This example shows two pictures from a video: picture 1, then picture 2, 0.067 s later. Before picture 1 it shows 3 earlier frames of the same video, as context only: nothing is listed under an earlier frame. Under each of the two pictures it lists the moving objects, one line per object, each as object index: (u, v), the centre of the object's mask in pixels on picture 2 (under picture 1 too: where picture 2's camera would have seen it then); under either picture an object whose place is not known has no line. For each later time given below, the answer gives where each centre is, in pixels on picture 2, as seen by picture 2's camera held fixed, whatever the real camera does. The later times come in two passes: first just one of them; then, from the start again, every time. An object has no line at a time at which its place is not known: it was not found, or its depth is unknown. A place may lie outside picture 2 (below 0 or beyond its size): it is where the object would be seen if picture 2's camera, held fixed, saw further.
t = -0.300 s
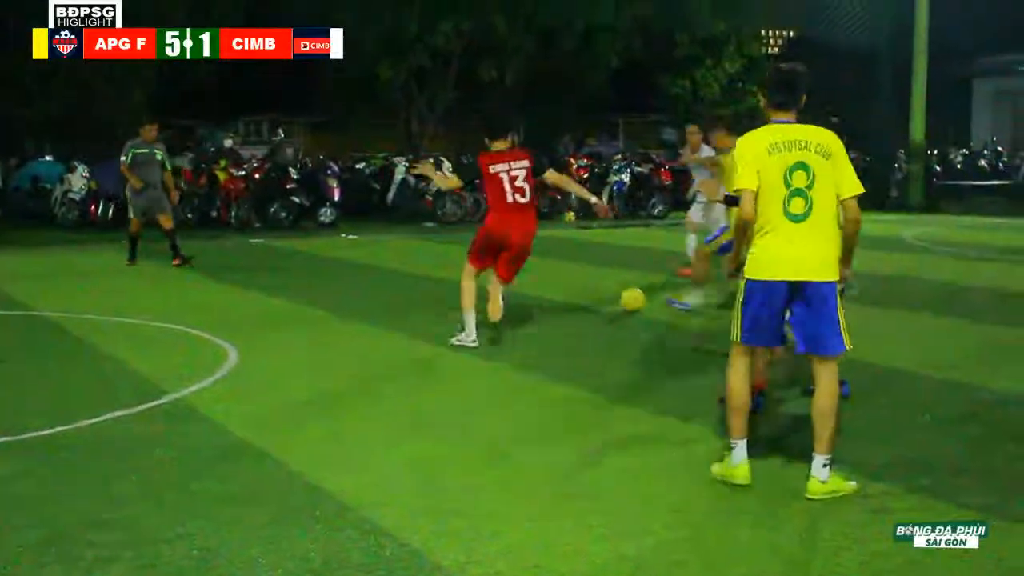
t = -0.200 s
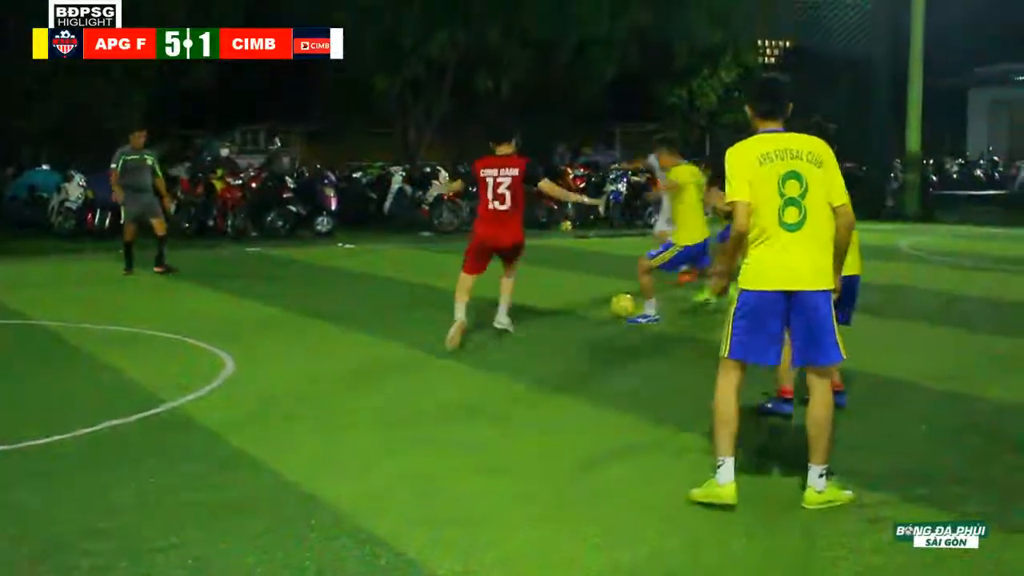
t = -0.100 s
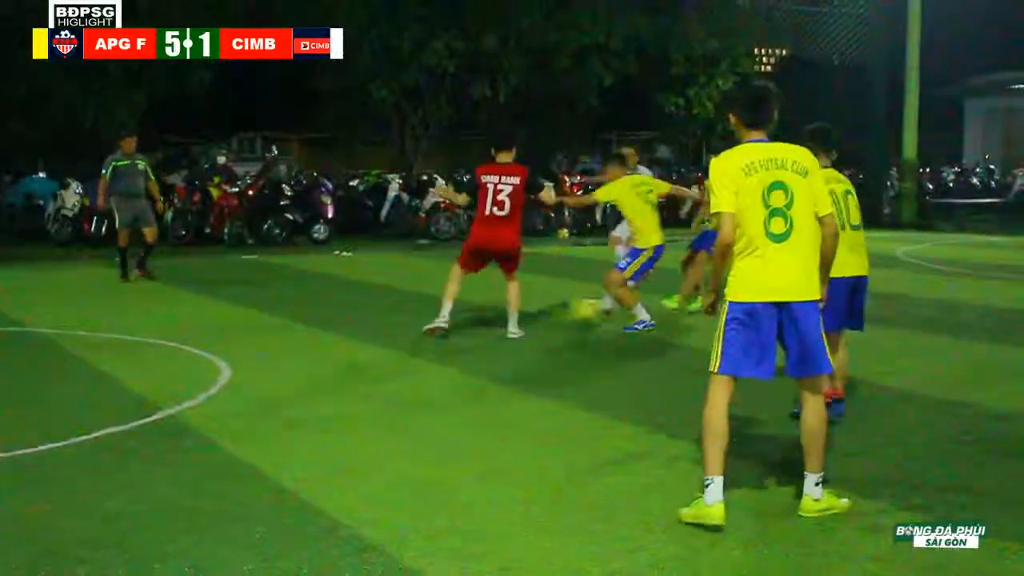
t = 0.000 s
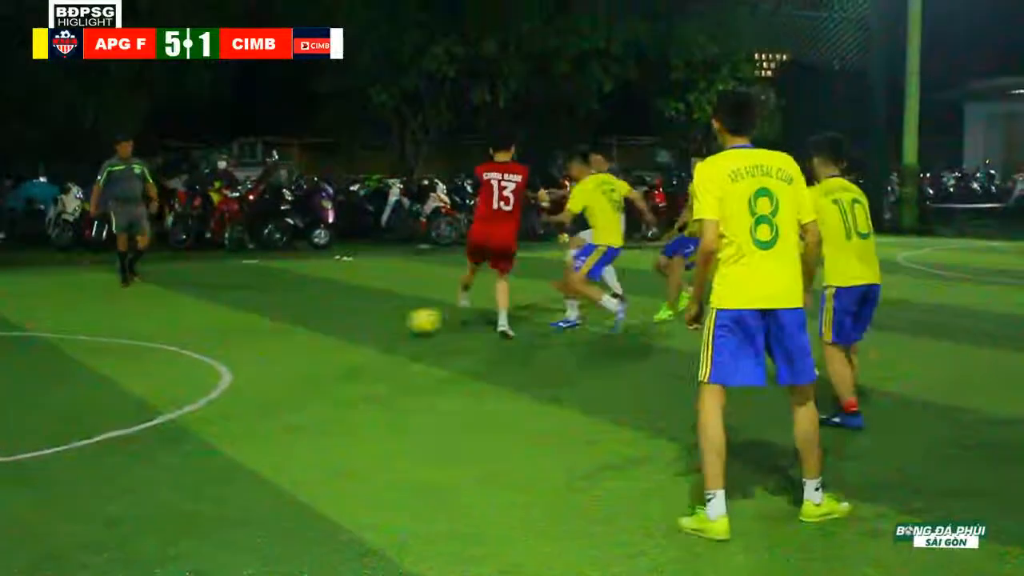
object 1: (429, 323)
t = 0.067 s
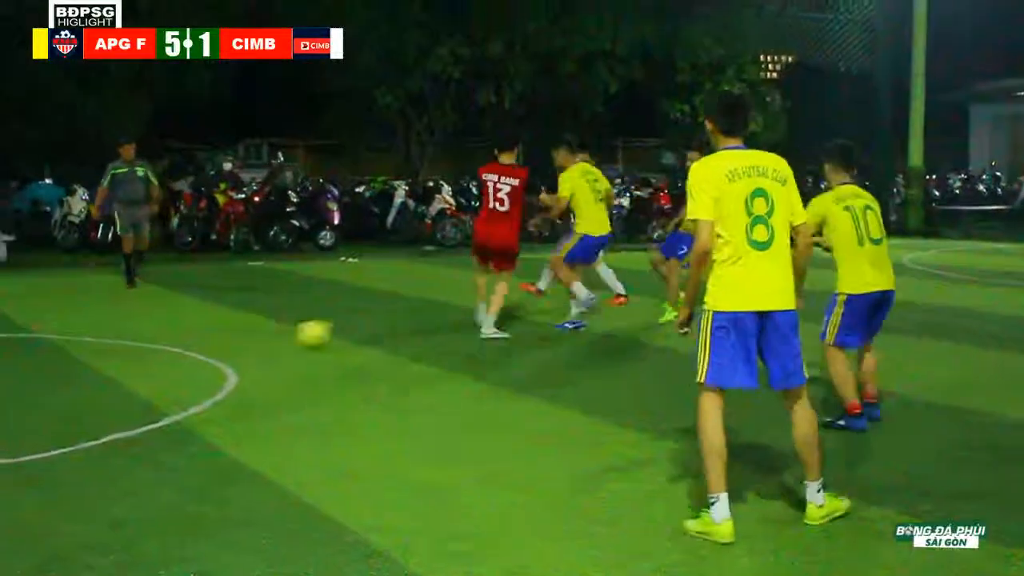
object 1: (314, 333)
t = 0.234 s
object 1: (-11, 352)
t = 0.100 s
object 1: (249, 341)
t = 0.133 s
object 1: (188, 344)
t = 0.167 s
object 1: (127, 344)
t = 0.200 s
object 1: (59, 347)
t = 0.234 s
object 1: (-11, 352)
